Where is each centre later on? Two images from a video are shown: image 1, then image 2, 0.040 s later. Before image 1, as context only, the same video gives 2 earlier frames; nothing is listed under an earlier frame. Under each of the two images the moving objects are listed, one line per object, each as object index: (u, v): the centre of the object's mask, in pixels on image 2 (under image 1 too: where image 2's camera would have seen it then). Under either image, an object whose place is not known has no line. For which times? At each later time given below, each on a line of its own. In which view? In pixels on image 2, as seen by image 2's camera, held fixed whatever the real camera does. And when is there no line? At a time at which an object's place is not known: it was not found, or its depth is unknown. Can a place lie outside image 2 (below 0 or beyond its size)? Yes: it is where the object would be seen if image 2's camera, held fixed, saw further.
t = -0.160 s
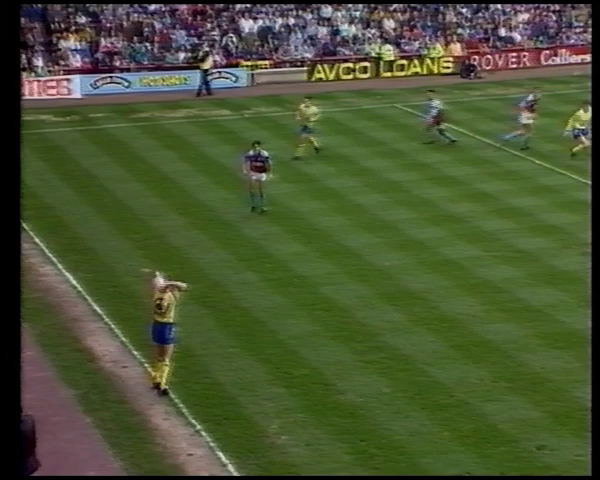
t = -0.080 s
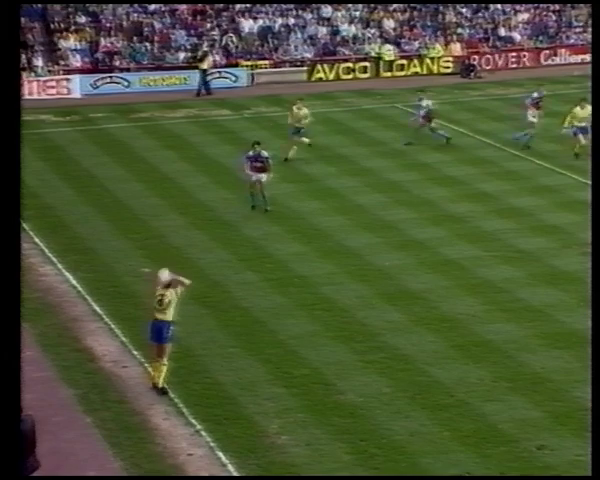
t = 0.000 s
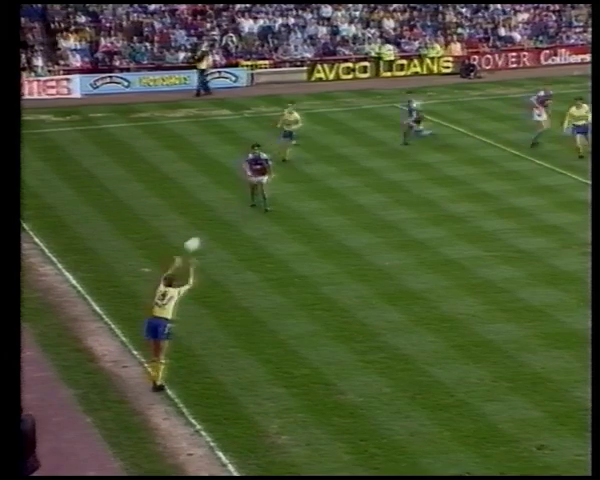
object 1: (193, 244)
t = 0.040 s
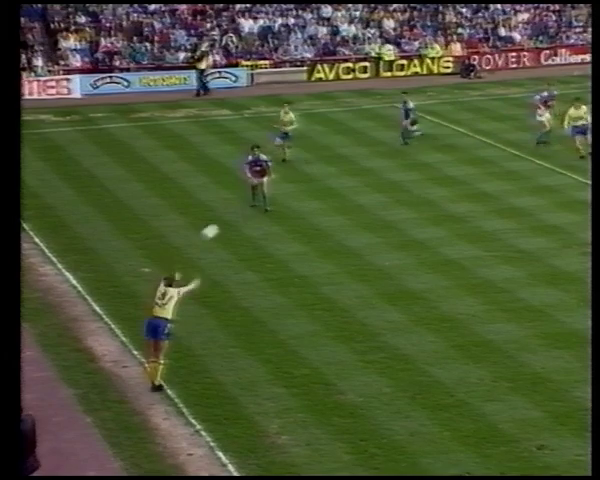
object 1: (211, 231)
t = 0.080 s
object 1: (228, 220)
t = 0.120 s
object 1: (245, 209)
